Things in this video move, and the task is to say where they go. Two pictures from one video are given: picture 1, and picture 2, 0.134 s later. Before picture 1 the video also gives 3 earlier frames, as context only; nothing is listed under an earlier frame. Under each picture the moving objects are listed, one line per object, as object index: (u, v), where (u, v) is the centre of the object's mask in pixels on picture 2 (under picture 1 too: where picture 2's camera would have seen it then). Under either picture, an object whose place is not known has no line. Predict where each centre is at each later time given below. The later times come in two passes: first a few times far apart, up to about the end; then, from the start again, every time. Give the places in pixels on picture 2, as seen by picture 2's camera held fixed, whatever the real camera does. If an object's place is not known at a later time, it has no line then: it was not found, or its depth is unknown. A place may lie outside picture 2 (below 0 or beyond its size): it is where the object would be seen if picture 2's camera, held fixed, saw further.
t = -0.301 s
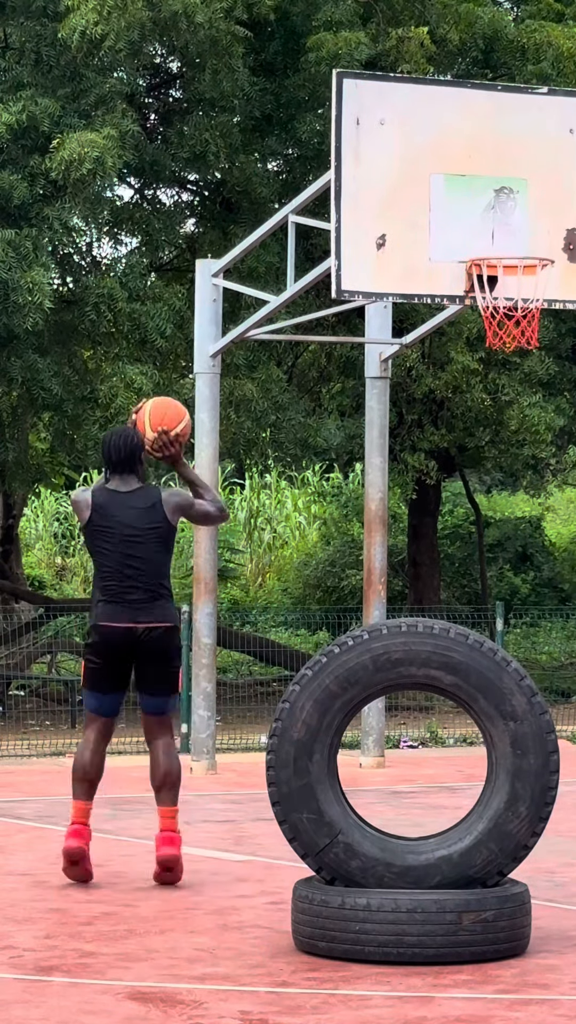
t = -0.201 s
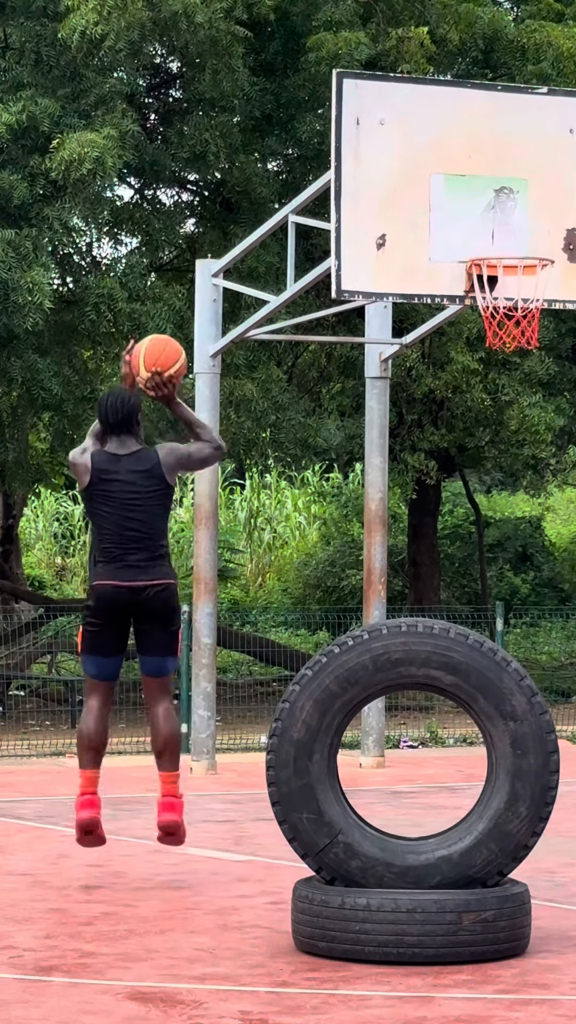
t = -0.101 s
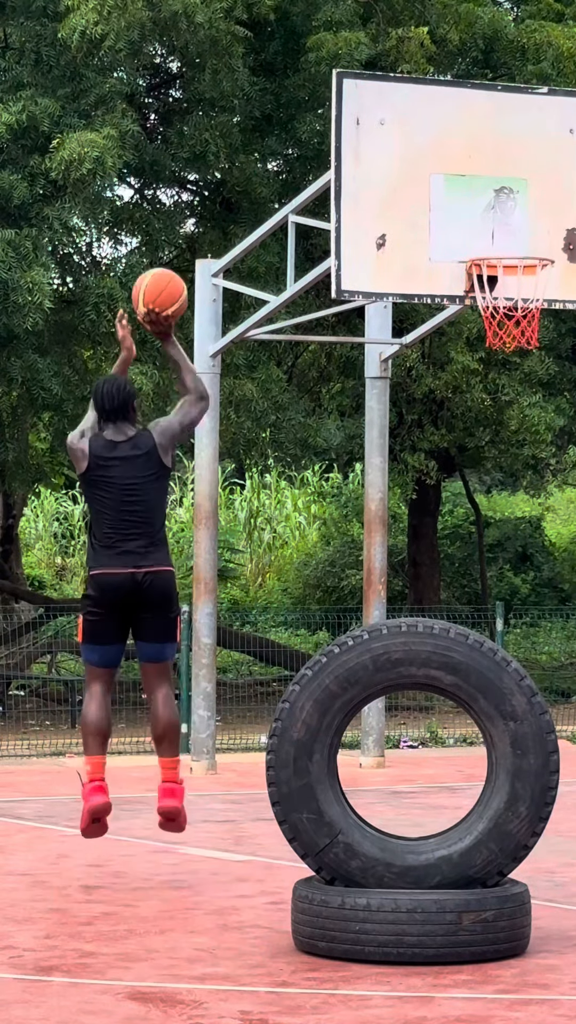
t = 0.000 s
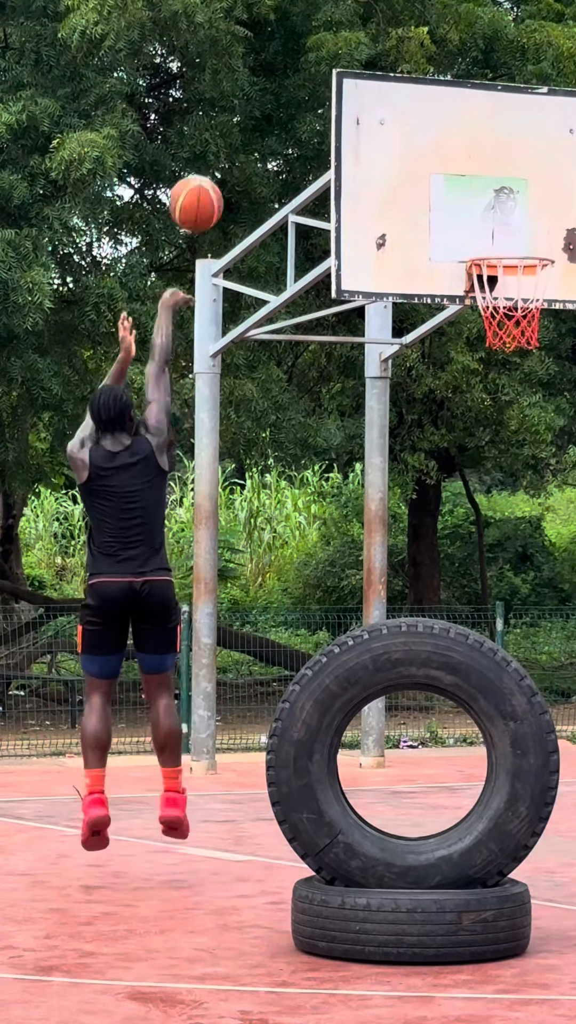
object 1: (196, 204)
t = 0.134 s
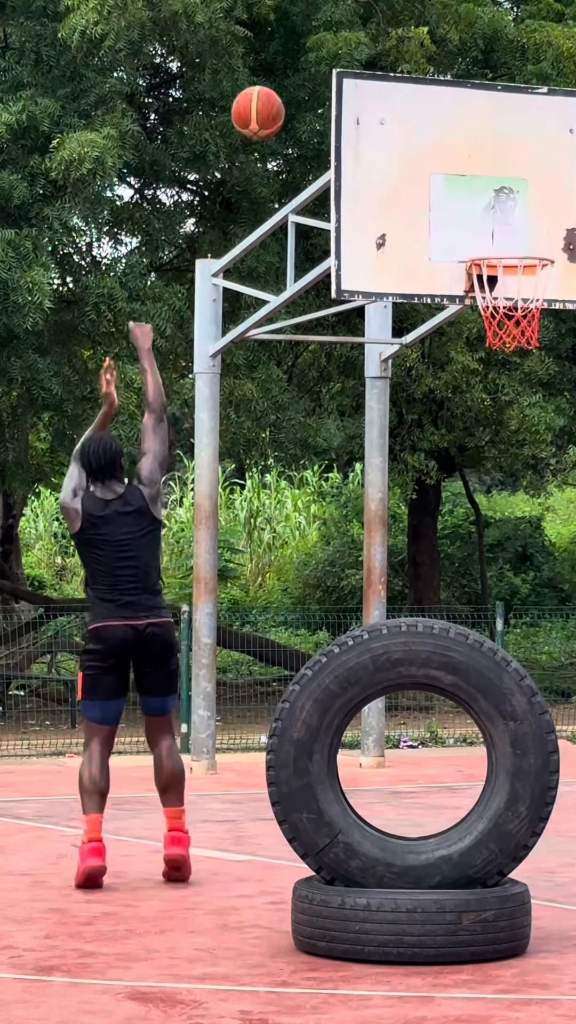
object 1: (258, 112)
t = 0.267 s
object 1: (314, 66)
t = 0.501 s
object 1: (403, 72)
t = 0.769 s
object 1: (490, 200)
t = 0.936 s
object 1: (527, 296)
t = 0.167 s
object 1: (272, 98)
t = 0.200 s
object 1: (287, 85)
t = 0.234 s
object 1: (301, 74)
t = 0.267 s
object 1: (314, 66)
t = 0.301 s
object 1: (328, 60)
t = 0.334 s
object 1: (341, 56)
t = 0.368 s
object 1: (354, 55)
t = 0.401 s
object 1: (367, 56)
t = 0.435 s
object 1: (379, 59)
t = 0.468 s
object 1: (391, 65)
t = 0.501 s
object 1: (403, 72)
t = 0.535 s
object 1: (415, 81)
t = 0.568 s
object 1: (426, 93)
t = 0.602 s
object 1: (438, 107)
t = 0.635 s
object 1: (449, 121)
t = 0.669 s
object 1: (460, 138)
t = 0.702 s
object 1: (470, 157)
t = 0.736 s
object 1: (480, 177)
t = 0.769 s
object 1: (490, 200)
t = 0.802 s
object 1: (500, 224)
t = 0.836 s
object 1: (510, 242)
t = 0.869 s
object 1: (520, 263)
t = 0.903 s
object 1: (525, 281)
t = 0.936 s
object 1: (527, 296)
